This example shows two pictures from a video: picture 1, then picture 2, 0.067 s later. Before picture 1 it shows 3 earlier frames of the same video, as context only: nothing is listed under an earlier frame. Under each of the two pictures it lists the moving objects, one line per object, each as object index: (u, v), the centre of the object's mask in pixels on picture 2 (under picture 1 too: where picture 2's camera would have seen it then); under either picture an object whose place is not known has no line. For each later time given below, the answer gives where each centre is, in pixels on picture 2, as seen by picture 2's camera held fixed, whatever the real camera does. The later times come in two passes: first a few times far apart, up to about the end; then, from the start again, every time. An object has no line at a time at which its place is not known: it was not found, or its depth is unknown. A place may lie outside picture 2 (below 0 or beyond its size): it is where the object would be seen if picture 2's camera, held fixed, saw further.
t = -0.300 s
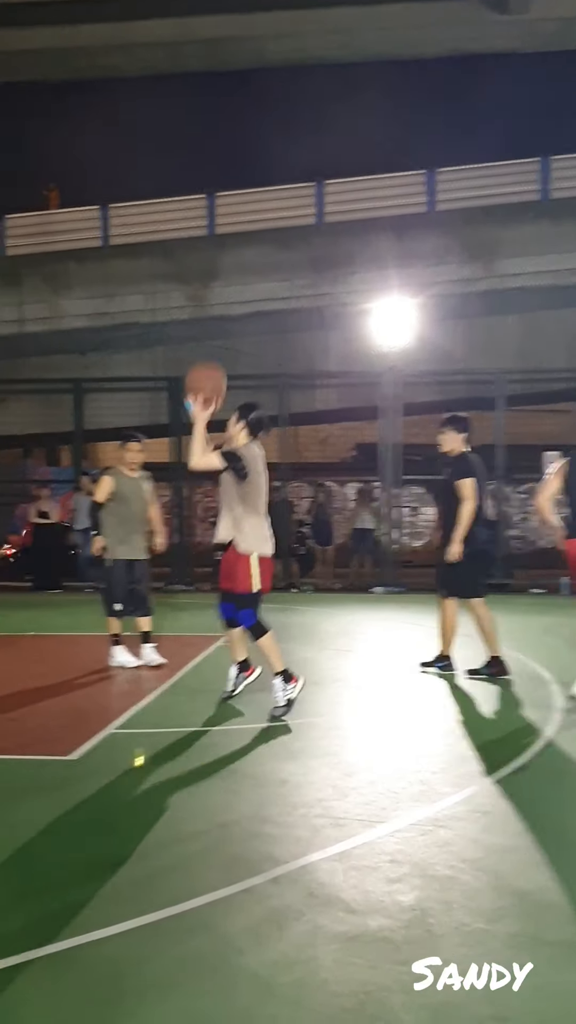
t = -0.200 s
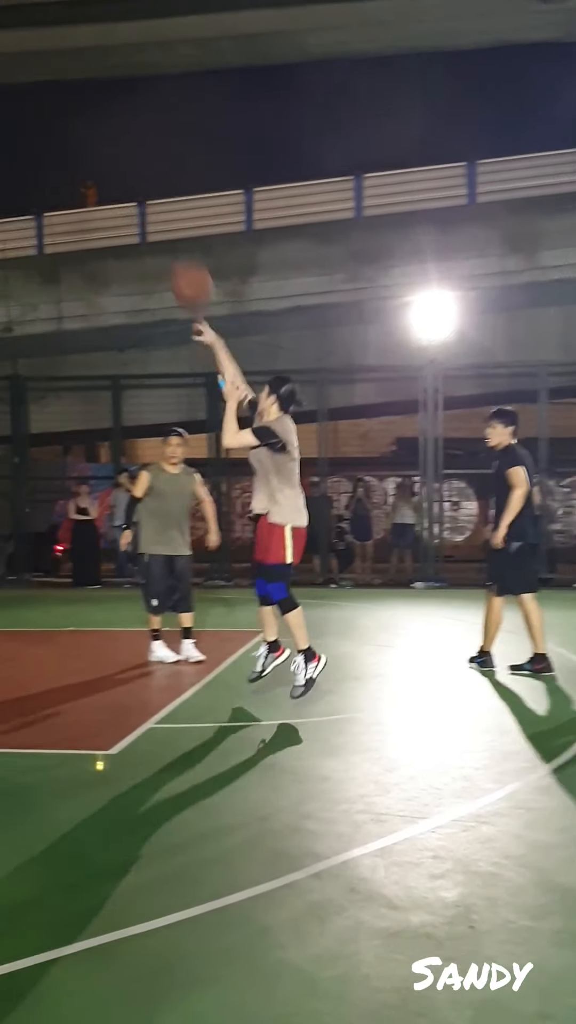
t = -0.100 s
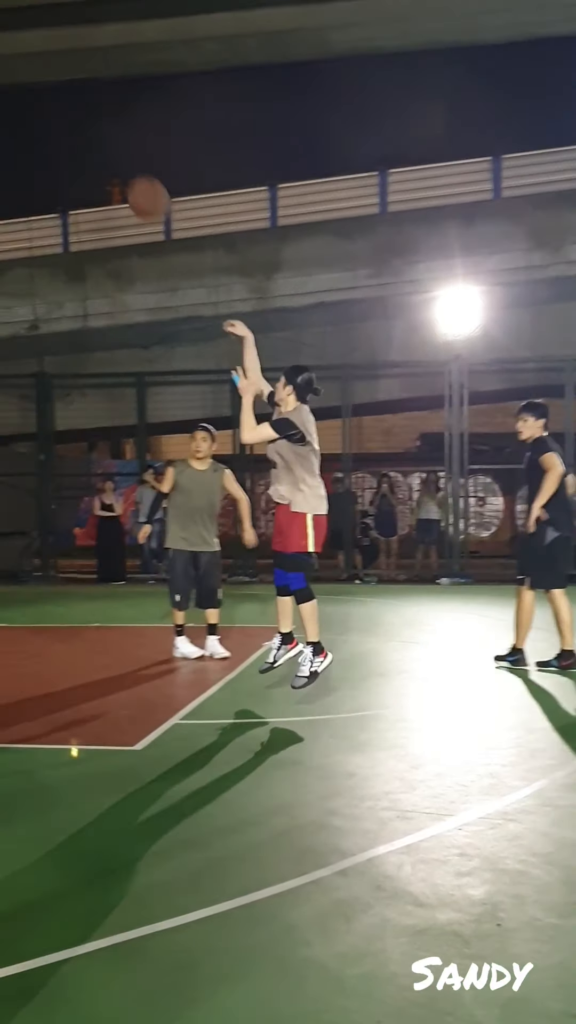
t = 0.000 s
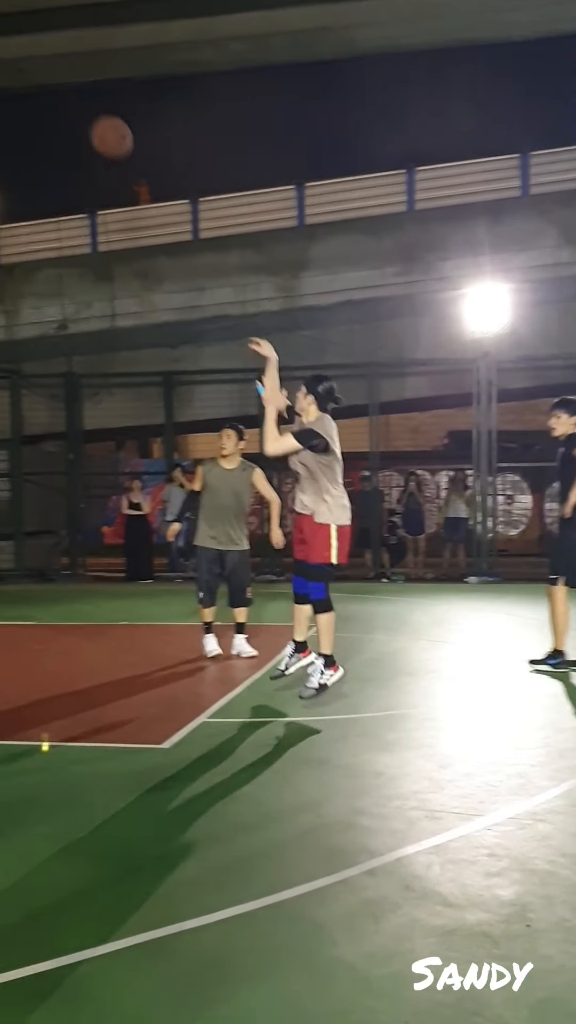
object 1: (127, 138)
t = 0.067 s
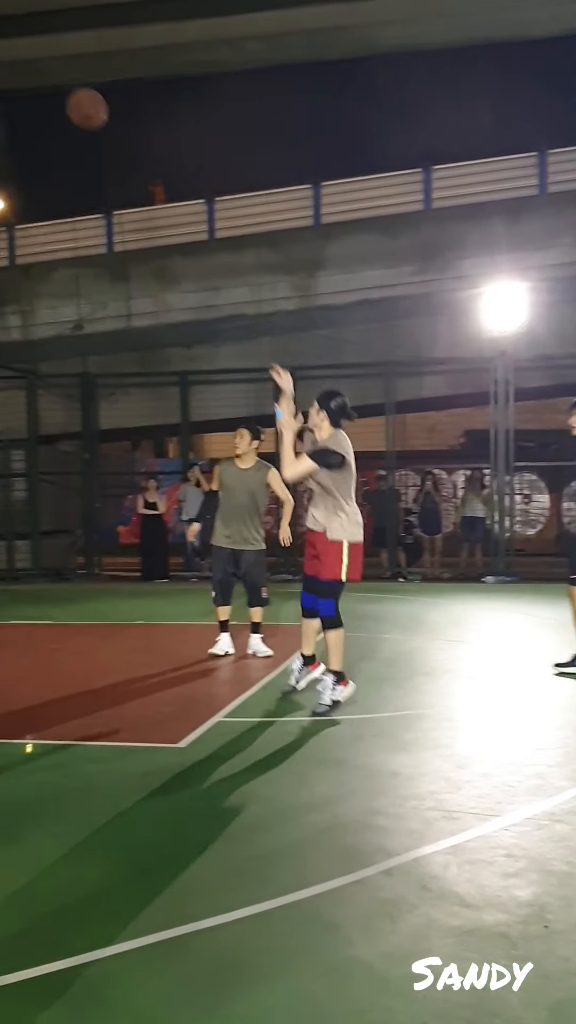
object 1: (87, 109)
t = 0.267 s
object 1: (-23, 70)
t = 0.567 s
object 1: (-167, 116)
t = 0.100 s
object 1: (67, 98)
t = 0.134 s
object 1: (48, 88)
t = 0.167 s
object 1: (31, 82)
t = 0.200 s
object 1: (14, 77)
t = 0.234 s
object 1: (-3, 73)
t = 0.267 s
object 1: (-23, 70)
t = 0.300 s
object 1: (-38, 70)
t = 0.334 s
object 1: (-53, 69)
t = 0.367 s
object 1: (-70, 71)
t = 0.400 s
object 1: (-86, 77)
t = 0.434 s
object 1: (-102, 83)
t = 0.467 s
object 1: (-117, 90)
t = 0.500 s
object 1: (-136, 97)
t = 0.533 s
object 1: (-153, 104)
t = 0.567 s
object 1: (-167, 116)
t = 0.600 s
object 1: (-185, 128)
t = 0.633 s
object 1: (-200, 141)
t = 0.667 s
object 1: (-212, 159)
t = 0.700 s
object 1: (-228, 173)
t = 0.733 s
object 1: (-242, 196)
